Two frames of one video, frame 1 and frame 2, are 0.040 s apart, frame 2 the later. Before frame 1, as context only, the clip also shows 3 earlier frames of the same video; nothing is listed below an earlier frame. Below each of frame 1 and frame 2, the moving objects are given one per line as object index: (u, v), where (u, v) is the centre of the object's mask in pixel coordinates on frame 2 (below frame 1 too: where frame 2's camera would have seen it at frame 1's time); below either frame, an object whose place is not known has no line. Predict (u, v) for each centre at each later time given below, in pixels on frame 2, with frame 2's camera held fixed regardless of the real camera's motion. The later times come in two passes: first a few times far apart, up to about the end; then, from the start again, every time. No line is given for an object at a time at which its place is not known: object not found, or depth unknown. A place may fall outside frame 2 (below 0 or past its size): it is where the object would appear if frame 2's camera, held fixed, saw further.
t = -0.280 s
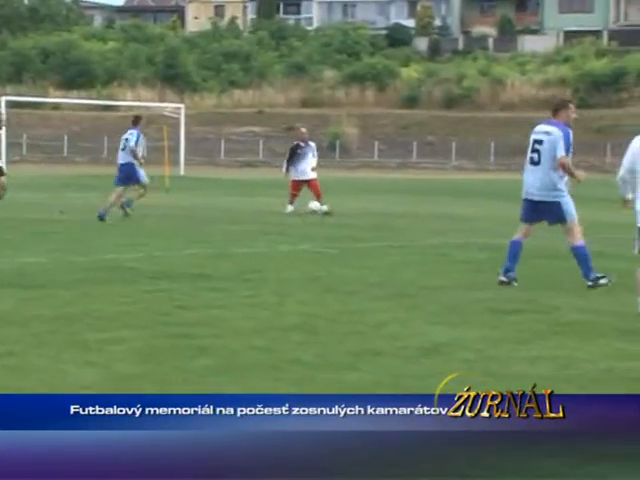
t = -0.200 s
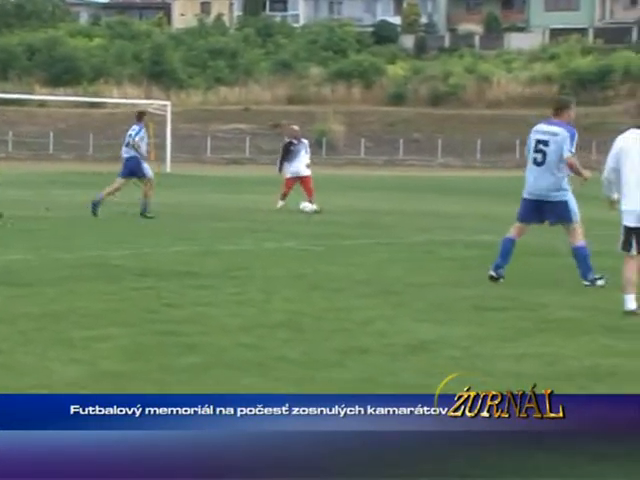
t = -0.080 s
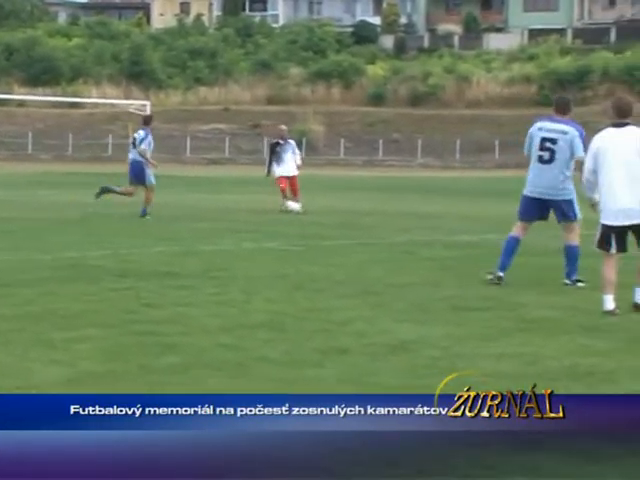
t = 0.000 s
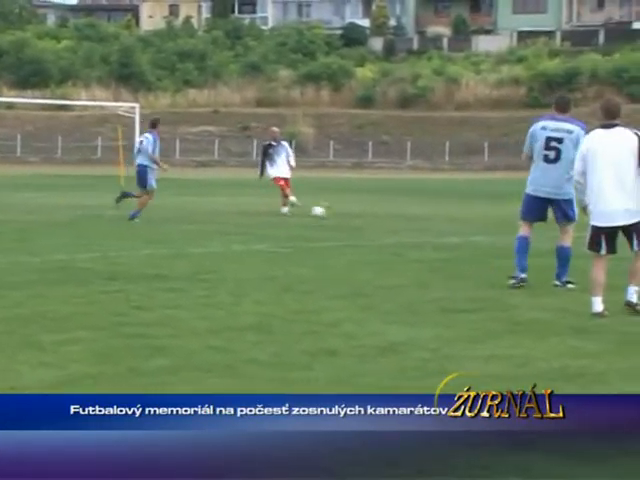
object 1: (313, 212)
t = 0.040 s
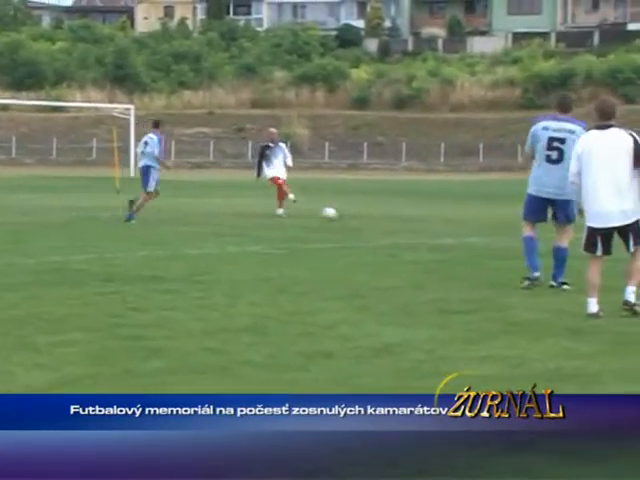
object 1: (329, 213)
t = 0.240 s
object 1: (406, 217)
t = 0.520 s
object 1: (499, 223)
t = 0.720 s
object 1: (558, 226)
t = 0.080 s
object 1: (344, 214)
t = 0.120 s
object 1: (360, 215)
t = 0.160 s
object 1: (376, 216)
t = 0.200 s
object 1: (392, 217)
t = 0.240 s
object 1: (406, 217)
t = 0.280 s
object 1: (421, 217)
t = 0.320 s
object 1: (434, 219)
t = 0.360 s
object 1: (448, 219)
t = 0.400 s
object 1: (461, 221)
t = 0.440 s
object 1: (475, 222)
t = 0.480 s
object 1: (487, 223)
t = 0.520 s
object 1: (499, 223)
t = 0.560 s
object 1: (512, 224)
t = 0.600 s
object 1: (524, 225)
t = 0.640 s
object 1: (535, 225)
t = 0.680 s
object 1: (547, 225)
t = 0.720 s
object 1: (558, 226)
